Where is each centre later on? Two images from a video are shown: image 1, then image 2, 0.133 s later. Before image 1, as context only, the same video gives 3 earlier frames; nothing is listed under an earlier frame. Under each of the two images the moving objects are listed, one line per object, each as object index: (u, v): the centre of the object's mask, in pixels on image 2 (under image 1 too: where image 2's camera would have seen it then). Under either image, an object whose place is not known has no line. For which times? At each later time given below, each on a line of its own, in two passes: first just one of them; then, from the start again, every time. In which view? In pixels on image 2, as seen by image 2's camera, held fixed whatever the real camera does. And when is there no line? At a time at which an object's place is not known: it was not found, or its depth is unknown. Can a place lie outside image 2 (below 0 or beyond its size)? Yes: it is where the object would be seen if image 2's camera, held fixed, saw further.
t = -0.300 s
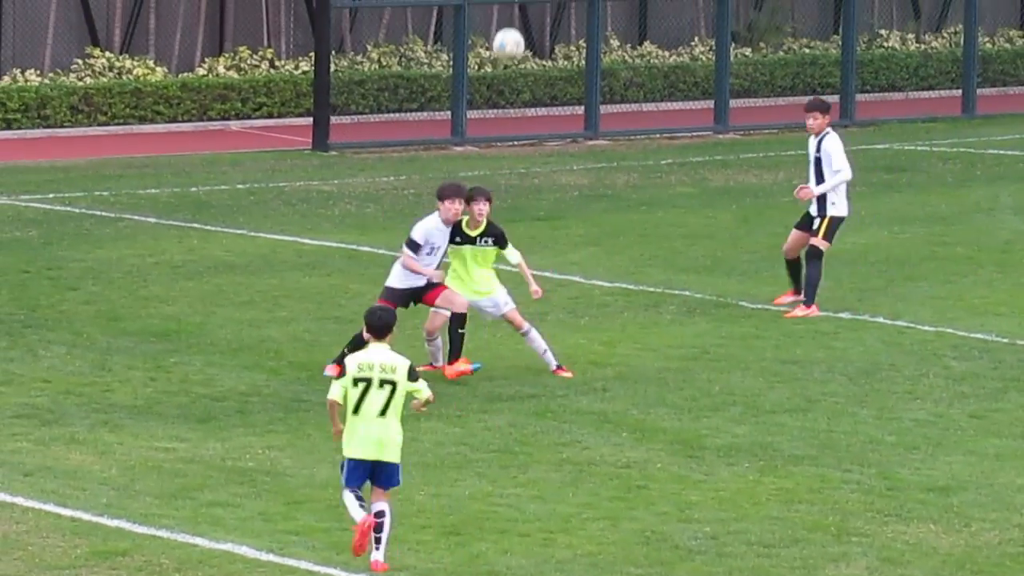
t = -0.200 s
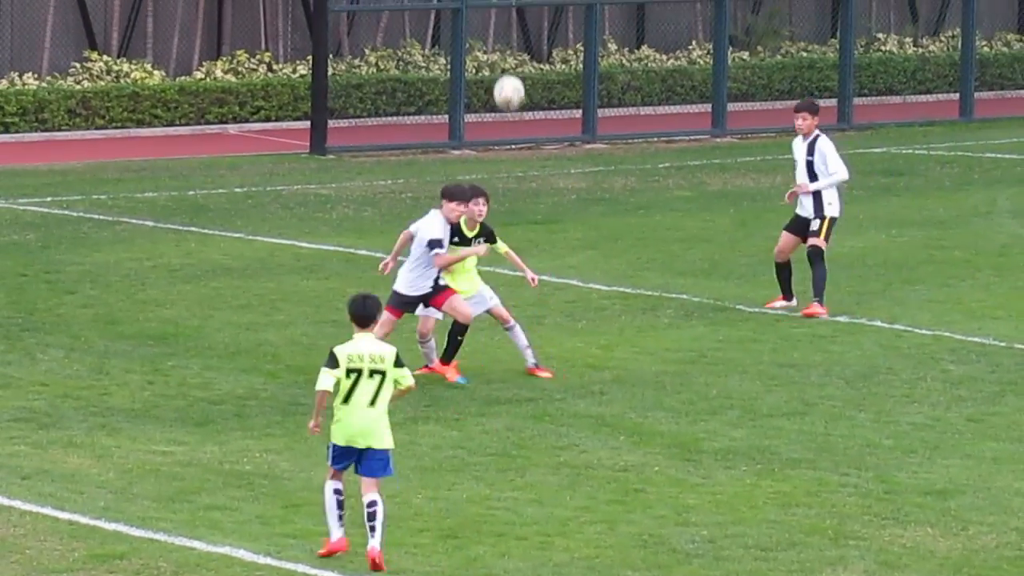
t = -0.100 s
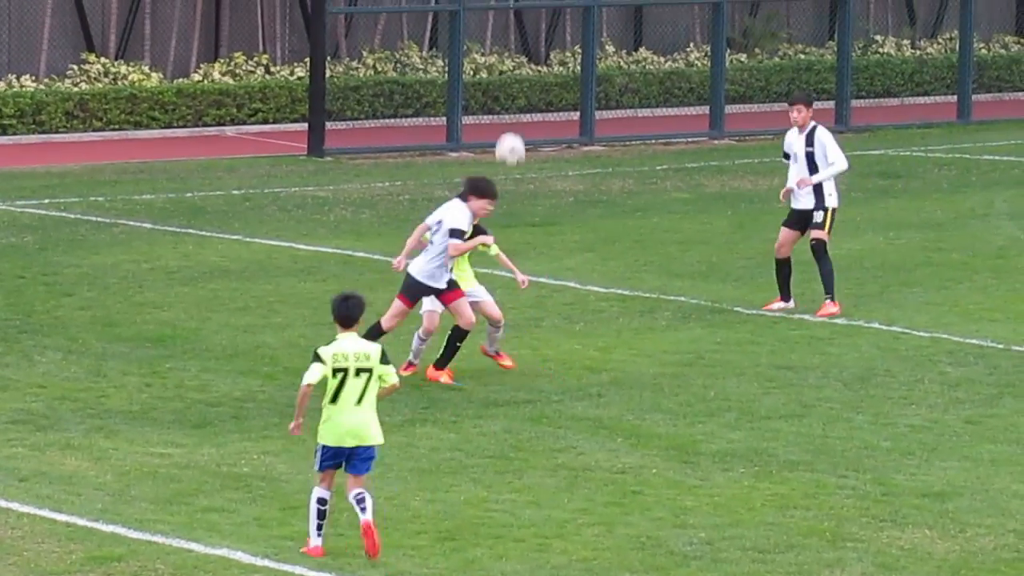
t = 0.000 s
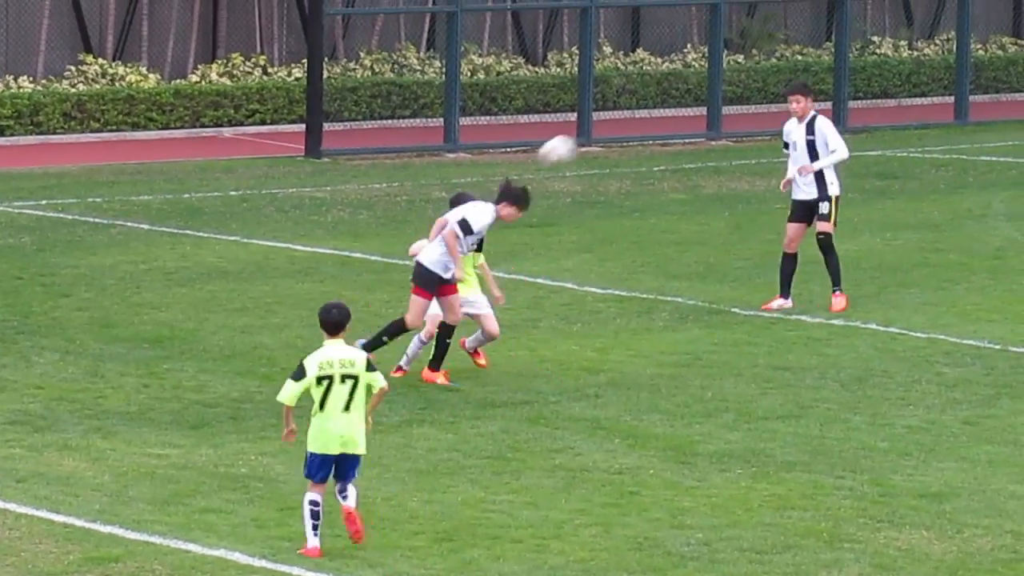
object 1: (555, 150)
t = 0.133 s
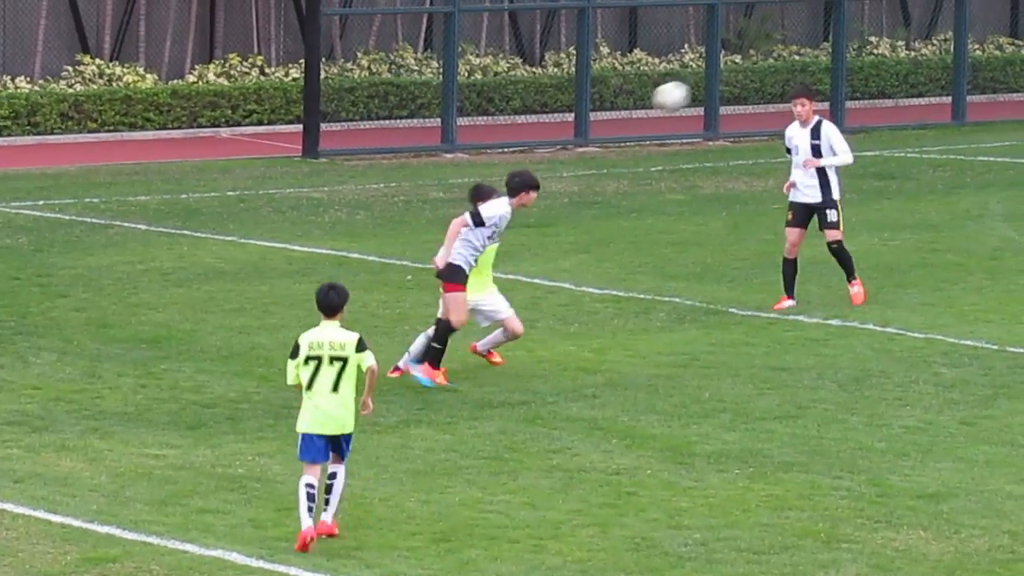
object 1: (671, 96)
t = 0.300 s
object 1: (809, 63)
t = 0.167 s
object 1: (699, 88)
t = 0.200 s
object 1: (727, 78)
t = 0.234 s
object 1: (755, 71)
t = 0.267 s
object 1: (783, 66)
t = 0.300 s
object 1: (809, 63)
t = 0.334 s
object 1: (837, 62)
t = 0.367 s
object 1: (863, 61)
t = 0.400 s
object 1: (888, 62)
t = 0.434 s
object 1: (915, 65)
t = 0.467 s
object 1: (937, 70)
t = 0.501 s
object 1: (958, 75)
